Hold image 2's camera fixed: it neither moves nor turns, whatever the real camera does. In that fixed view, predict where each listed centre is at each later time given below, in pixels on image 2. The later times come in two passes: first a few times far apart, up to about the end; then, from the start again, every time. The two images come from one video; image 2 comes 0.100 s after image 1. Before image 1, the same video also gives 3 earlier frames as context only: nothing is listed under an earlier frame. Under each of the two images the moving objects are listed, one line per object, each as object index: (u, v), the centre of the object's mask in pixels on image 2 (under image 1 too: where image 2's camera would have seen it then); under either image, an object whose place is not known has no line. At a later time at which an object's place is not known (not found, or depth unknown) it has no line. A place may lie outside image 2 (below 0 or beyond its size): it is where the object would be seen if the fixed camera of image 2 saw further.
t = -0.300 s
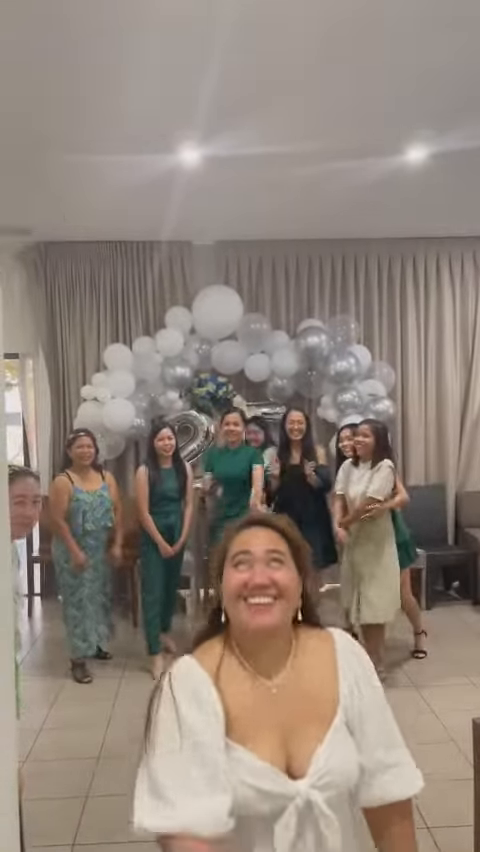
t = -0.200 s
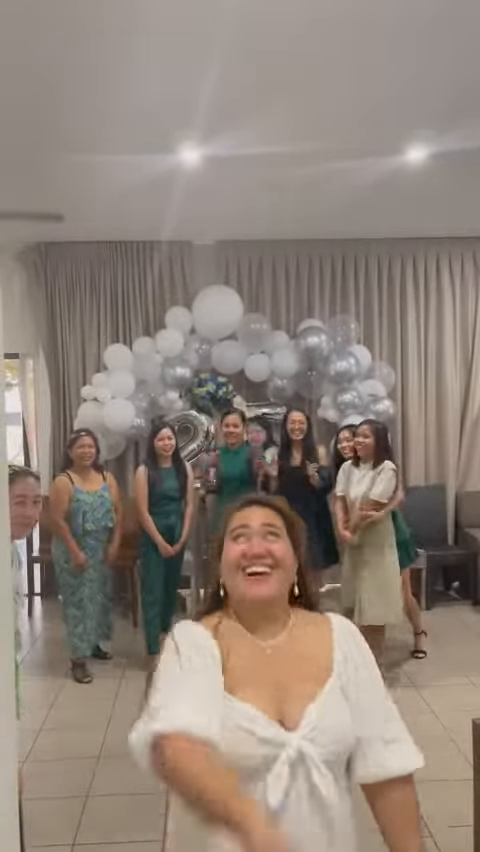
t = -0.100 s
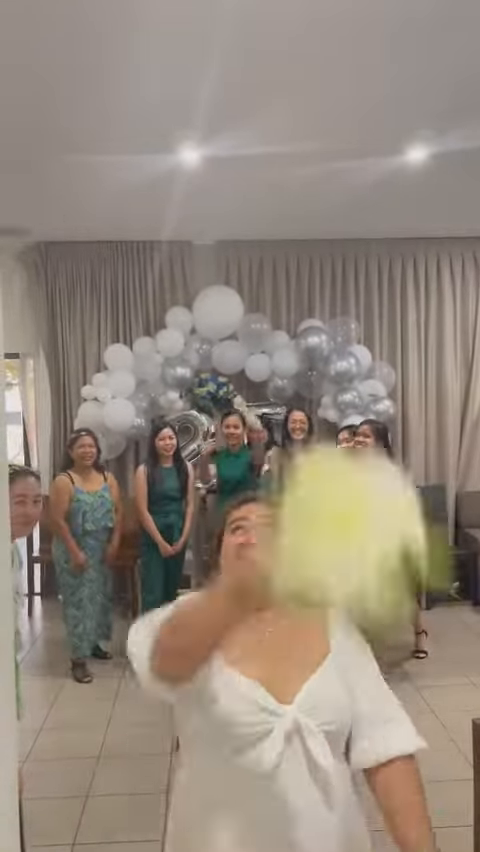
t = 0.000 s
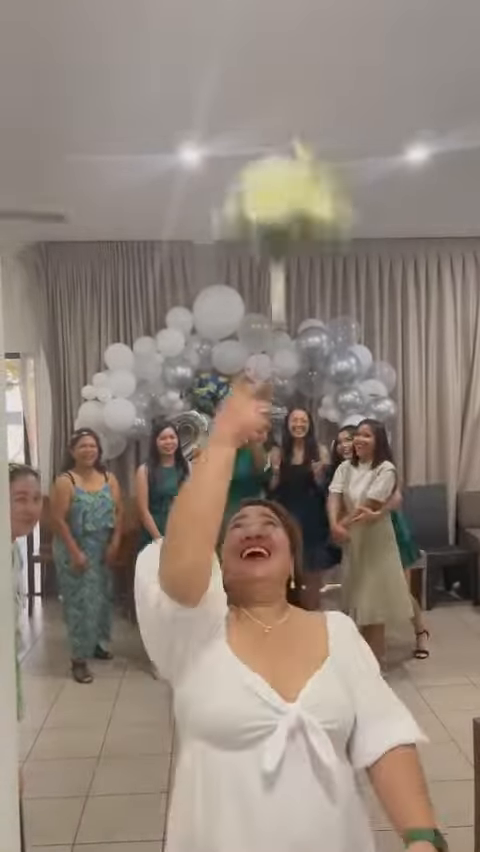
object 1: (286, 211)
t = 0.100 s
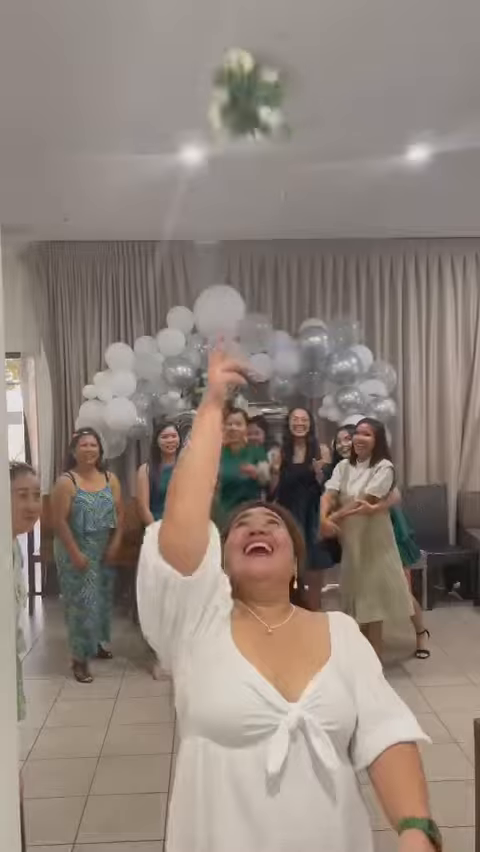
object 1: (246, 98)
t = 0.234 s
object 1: (224, 66)
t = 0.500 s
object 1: (201, 170)
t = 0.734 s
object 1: (197, 337)
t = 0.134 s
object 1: (240, 83)
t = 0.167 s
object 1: (236, 70)
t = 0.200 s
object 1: (226, 66)
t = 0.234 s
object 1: (224, 66)
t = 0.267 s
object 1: (218, 71)
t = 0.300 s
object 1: (216, 73)
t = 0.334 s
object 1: (214, 85)
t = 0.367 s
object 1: (211, 98)
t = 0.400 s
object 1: (212, 113)
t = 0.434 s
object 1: (212, 135)
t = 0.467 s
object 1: (206, 156)
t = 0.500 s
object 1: (201, 170)
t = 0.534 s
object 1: (197, 193)
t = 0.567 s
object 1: (198, 218)
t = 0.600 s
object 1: (199, 238)
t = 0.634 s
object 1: (198, 263)
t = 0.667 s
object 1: (196, 284)
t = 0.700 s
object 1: (198, 307)
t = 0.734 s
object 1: (197, 337)
